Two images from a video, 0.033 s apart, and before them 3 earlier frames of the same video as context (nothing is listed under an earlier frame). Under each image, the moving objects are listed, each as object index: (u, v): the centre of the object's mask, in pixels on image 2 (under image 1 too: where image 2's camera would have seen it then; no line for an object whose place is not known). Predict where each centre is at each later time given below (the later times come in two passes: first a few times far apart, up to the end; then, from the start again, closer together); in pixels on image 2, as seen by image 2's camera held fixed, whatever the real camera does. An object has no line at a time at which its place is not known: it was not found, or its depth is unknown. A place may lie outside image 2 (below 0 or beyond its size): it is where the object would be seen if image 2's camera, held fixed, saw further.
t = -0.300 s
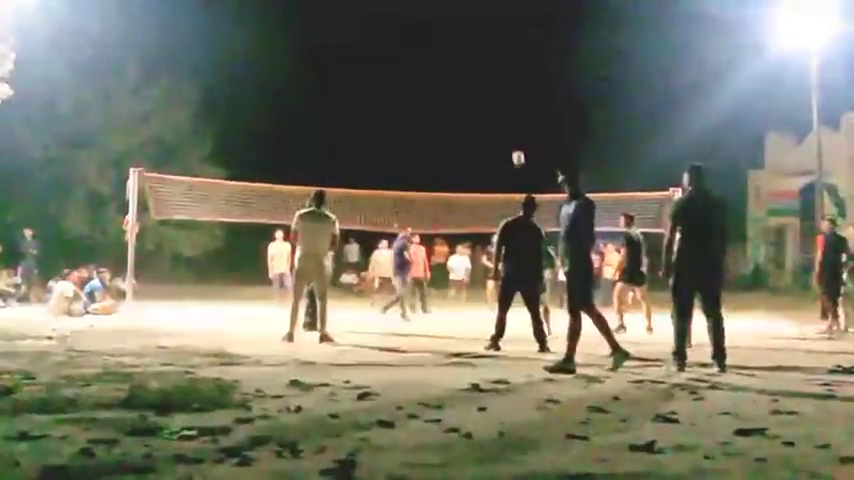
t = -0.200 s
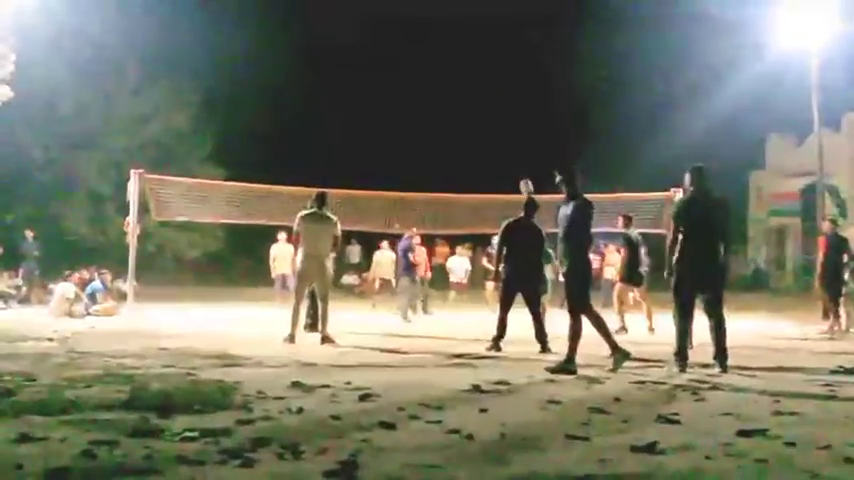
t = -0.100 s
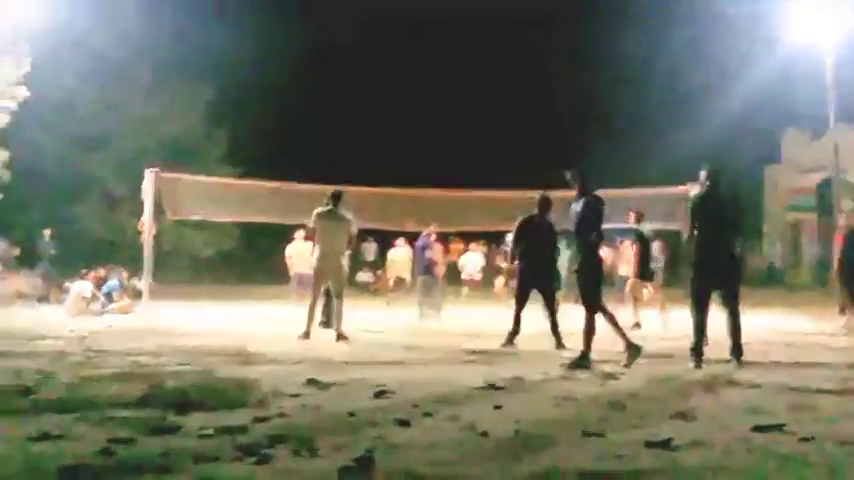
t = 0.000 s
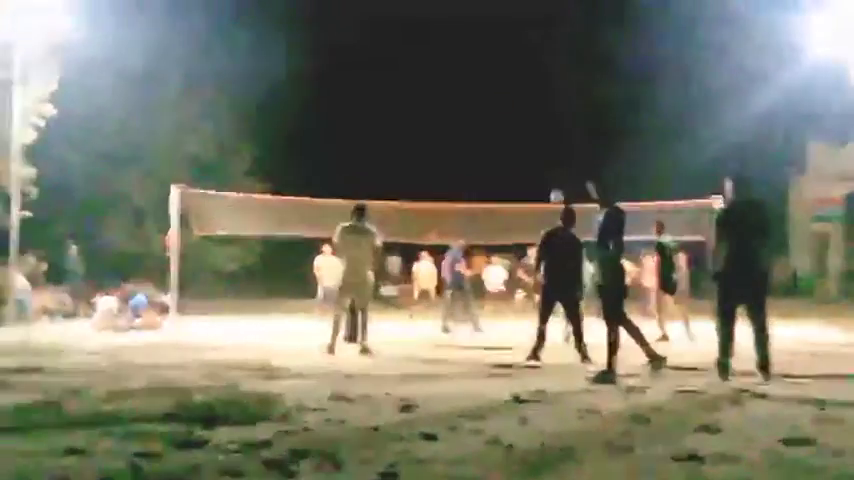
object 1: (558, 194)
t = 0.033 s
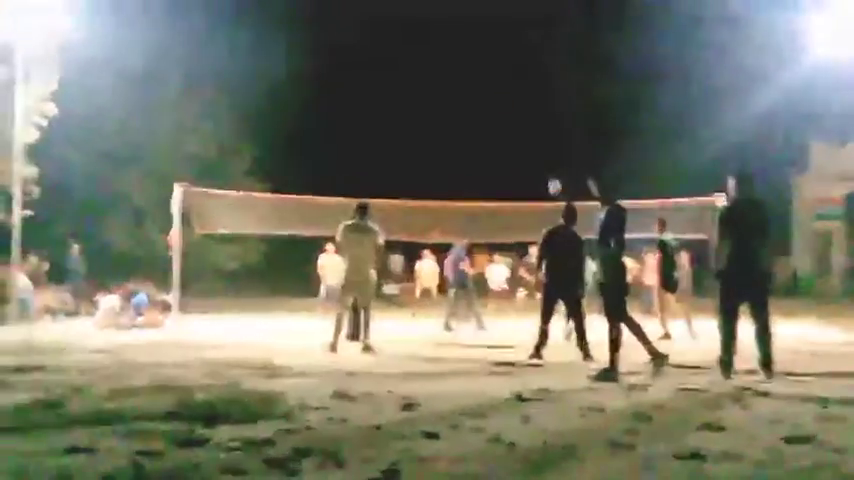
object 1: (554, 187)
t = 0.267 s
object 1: (531, 156)
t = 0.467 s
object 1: (515, 159)
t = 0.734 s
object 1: (501, 190)
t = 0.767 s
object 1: (499, 196)
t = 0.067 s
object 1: (550, 179)
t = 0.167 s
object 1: (539, 164)
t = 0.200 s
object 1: (536, 160)
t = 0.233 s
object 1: (534, 158)
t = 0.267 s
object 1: (531, 156)
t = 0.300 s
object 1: (528, 154)
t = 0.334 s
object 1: (525, 154)
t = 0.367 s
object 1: (522, 154)
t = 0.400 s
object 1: (519, 156)
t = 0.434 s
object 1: (517, 157)
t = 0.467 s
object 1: (515, 159)
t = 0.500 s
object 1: (513, 161)
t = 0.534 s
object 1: (512, 164)
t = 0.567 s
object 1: (510, 167)
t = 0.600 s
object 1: (508, 171)
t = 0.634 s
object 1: (506, 175)
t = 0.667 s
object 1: (504, 180)
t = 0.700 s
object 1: (503, 185)
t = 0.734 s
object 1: (501, 190)
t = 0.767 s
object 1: (499, 196)
